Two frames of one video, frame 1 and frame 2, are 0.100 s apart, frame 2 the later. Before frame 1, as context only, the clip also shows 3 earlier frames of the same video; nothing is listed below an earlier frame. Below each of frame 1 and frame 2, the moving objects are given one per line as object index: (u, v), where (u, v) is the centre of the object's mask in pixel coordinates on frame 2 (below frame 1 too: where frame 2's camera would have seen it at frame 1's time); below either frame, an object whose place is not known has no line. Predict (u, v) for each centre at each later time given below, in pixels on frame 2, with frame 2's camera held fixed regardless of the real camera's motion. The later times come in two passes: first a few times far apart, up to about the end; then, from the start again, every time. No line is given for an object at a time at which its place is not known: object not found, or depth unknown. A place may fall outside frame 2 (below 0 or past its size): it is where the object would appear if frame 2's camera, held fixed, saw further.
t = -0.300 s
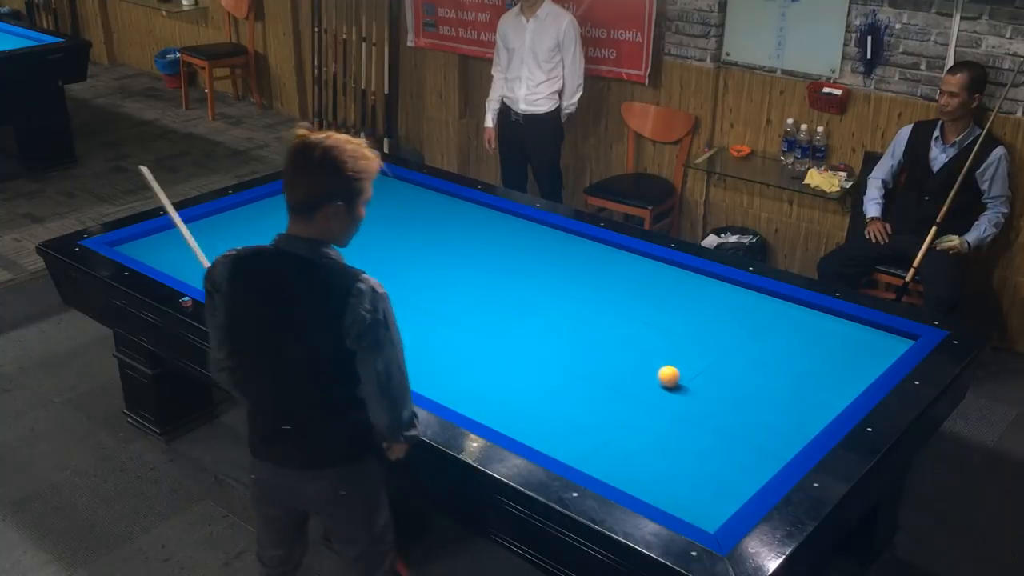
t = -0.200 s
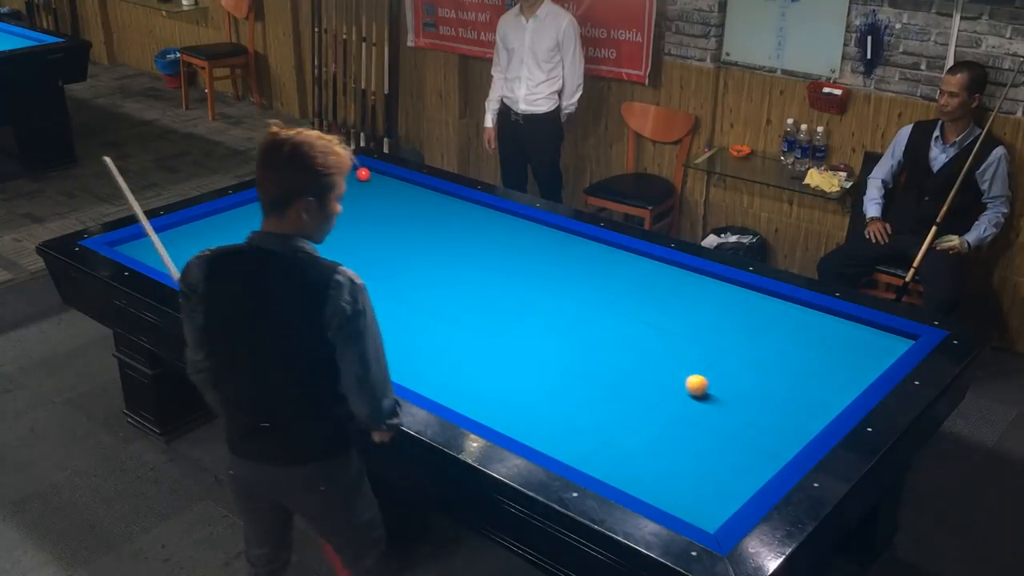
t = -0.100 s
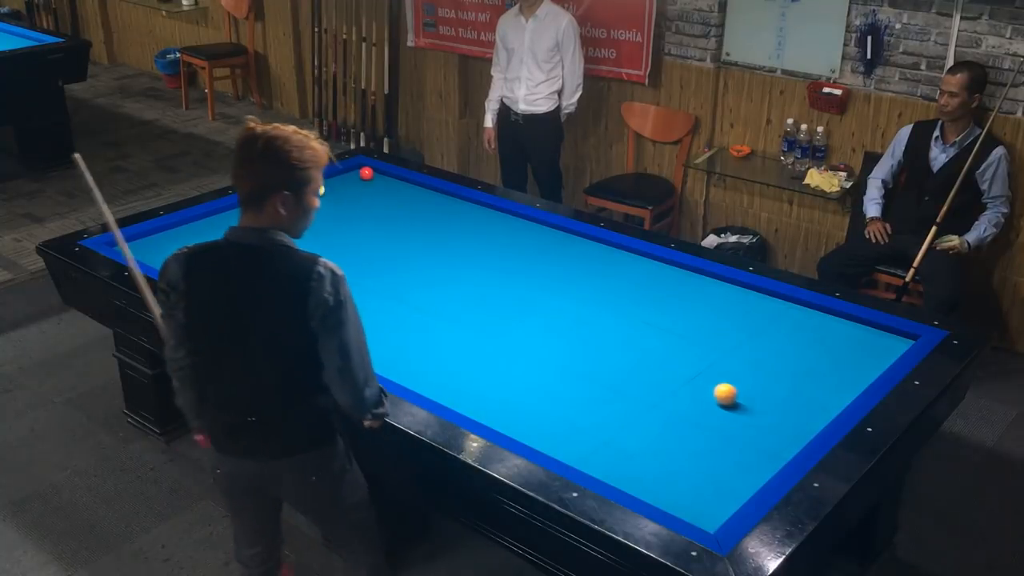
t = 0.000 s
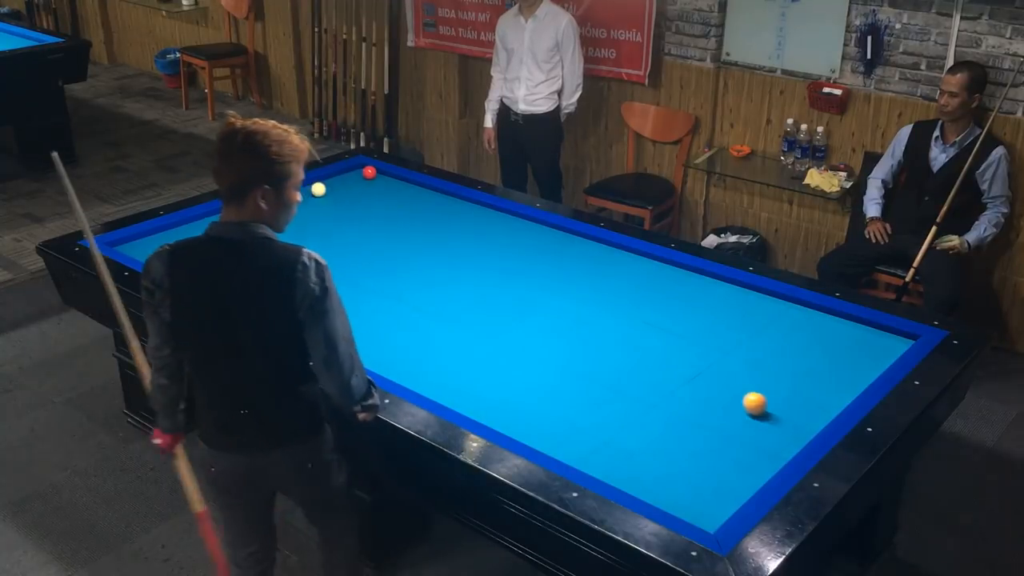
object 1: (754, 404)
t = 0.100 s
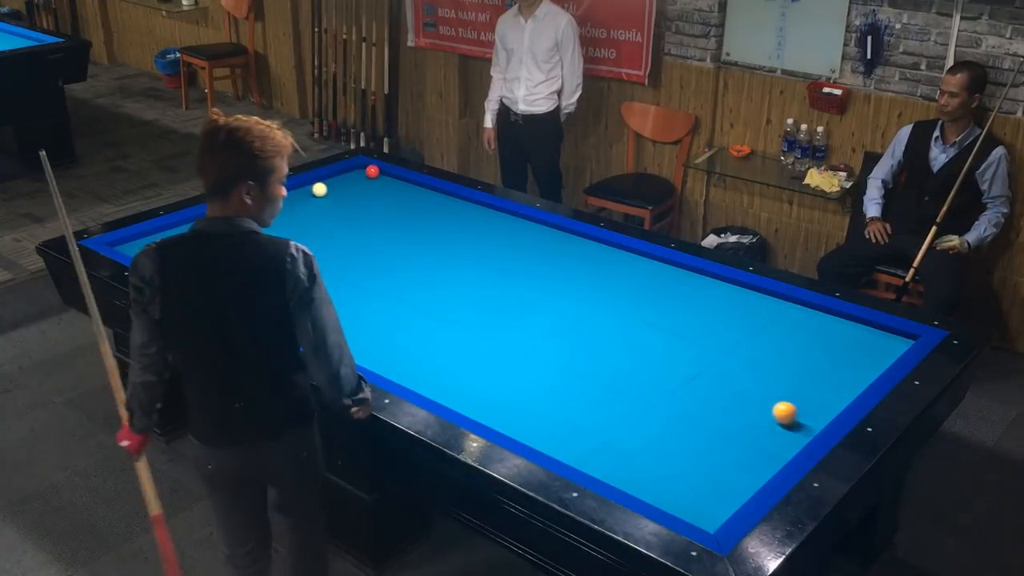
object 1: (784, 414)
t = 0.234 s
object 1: (811, 421)
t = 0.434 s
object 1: (779, 406)
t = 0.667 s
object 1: (746, 391)
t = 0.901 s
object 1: (715, 376)
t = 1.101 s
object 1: (691, 365)
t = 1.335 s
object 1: (664, 352)
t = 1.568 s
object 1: (640, 341)
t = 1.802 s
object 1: (617, 330)
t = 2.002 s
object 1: (599, 321)
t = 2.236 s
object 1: (579, 311)
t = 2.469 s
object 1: (560, 302)
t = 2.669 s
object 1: (546, 295)
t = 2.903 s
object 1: (530, 287)
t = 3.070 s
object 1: (519, 282)
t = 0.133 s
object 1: (795, 417)
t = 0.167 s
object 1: (805, 420)
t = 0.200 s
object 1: (814, 422)
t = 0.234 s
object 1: (811, 421)
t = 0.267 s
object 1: (805, 418)
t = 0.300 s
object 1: (799, 416)
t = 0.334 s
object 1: (794, 413)
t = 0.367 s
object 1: (789, 411)
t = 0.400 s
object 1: (784, 409)
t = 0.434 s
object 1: (779, 406)
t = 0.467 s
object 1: (774, 404)
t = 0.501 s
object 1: (769, 402)
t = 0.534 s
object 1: (764, 400)
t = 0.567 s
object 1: (760, 398)
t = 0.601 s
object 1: (755, 395)
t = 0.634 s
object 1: (750, 393)
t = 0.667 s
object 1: (746, 391)
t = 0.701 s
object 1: (741, 389)
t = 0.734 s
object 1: (737, 387)
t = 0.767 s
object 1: (732, 384)
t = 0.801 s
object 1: (728, 382)
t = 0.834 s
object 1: (723, 380)
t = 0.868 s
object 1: (719, 378)
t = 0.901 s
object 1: (715, 376)
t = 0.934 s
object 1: (711, 374)
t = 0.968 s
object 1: (707, 372)
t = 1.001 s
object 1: (703, 371)
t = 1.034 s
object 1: (699, 369)
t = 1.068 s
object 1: (695, 367)
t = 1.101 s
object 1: (691, 365)
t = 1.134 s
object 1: (687, 363)
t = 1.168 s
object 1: (683, 361)
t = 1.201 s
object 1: (679, 359)
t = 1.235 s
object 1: (675, 358)
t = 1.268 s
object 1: (671, 356)
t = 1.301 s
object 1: (668, 354)
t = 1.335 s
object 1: (664, 352)
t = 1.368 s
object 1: (661, 351)
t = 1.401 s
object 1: (657, 349)
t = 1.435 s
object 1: (653, 347)
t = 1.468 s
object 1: (650, 345)
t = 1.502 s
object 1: (646, 344)
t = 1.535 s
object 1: (643, 342)
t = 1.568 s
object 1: (640, 341)
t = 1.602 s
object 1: (636, 339)
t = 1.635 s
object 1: (633, 337)
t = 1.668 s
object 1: (630, 336)
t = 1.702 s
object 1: (627, 334)
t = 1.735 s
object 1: (623, 333)
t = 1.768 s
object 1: (620, 331)
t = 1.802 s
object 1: (617, 330)
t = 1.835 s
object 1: (614, 328)
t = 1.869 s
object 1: (611, 327)
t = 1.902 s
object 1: (608, 325)
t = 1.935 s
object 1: (605, 324)
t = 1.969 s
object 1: (602, 322)
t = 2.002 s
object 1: (599, 321)
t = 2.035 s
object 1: (596, 320)
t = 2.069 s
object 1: (593, 318)
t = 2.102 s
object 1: (590, 317)
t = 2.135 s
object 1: (587, 315)
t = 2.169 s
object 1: (584, 314)
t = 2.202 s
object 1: (581, 313)
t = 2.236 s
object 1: (579, 311)
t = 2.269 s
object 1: (576, 310)
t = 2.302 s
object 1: (573, 309)
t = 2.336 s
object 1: (571, 307)
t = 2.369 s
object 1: (568, 306)
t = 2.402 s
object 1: (566, 305)
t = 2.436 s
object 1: (563, 303)
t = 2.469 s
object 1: (560, 302)
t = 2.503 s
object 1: (558, 301)
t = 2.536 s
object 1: (555, 300)
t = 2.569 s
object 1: (553, 299)
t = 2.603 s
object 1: (550, 297)
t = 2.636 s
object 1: (548, 296)
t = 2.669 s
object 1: (546, 295)
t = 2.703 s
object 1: (543, 294)
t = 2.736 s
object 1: (541, 293)
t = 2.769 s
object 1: (538, 292)
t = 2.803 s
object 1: (536, 290)
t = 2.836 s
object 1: (534, 289)
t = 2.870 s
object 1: (532, 288)
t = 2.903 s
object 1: (530, 287)
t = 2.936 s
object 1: (527, 286)
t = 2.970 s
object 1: (525, 285)
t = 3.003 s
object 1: (523, 284)
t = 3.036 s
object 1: (521, 282)
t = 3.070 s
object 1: (519, 282)
